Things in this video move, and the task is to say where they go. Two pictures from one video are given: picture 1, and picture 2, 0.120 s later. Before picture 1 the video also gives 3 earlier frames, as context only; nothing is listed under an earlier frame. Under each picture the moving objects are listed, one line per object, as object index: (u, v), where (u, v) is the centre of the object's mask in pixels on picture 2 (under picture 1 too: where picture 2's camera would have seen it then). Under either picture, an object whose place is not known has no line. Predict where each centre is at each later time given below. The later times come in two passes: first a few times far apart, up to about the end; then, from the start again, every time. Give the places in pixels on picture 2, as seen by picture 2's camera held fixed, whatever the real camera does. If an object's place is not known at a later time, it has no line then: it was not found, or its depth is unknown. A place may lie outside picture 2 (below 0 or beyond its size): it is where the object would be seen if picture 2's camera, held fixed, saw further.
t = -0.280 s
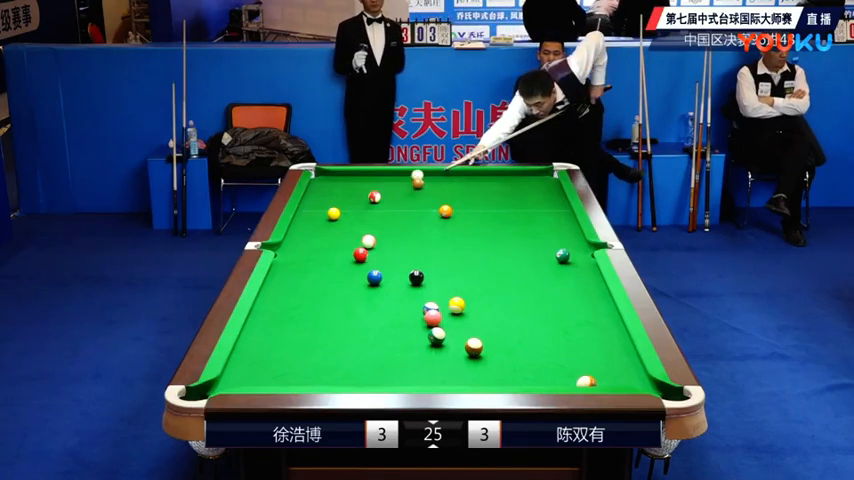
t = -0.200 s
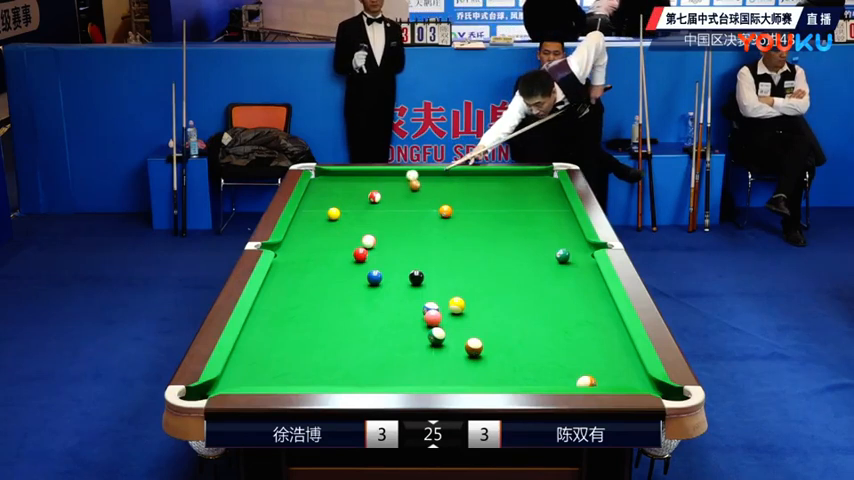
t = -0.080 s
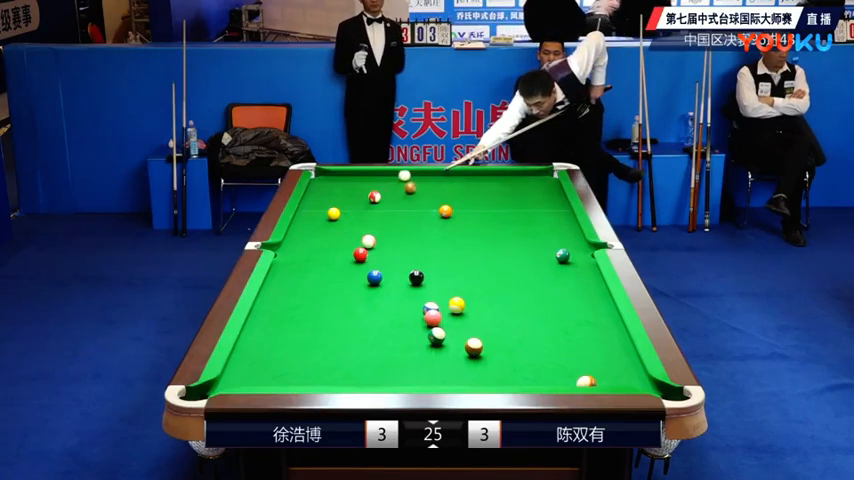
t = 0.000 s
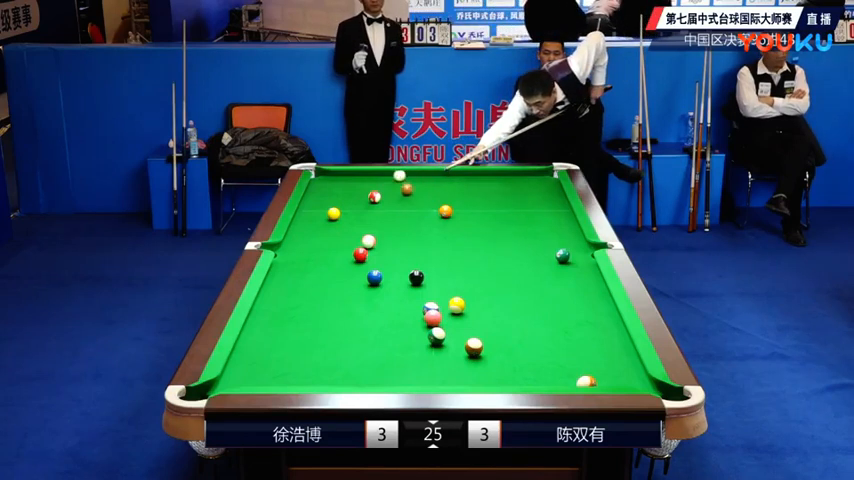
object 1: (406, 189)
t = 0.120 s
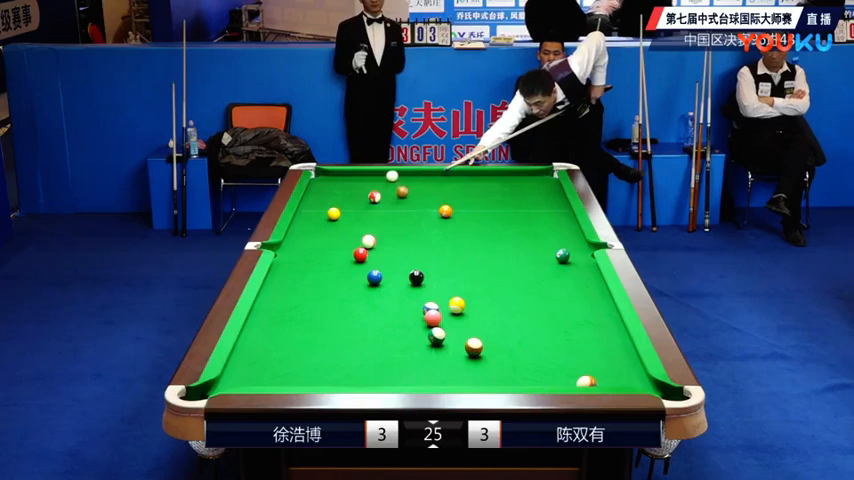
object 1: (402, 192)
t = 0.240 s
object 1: (397, 195)
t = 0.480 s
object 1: (388, 200)
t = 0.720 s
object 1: (378, 205)
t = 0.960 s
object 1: (369, 210)
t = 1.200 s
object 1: (360, 214)
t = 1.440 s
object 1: (351, 219)
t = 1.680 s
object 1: (342, 224)
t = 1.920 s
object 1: (334, 228)
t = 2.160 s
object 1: (326, 232)
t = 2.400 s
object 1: (318, 236)
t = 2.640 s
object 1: (310, 240)
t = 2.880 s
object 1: (304, 243)
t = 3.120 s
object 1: (298, 246)
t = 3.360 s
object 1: (292, 249)
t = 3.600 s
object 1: (287, 252)
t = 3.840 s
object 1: (283, 254)
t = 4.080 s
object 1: (282, 255)
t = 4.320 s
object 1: (285, 256)
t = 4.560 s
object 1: (287, 256)
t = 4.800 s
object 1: (287, 256)
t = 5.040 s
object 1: (287, 256)
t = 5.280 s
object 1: (287, 256)
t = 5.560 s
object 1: (287, 256)
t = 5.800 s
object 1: (287, 256)
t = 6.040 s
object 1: (287, 256)
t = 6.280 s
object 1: (287, 256)
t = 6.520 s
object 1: (287, 256)
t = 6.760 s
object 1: (287, 256)
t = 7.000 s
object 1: (287, 256)
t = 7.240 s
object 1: (287, 256)
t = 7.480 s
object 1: (287, 256)
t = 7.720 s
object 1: (287, 256)
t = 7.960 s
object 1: (287, 256)
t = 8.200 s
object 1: (287, 256)
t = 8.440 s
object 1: (287, 256)
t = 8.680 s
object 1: (287, 256)
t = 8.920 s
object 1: (287, 256)
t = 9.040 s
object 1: (287, 256)
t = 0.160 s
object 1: (400, 193)
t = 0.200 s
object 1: (399, 194)
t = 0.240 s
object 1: (397, 195)
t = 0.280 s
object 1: (395, 195)
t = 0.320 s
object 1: (394, 196)
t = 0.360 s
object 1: (393, 197)
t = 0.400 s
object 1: (391, 198)
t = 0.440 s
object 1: (389, 199)
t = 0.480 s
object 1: (388, 200)
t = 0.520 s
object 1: (386, 200)
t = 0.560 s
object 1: (385, 202)
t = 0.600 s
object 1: (383, 202)
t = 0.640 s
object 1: (382, 203)
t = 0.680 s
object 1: (380, 204)
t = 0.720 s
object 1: (378, 205)
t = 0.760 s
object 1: (376, 206)
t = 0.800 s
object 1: (375, 206)
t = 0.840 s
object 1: (373, 207)
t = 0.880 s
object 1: (372, 208)
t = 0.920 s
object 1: (370, 209)
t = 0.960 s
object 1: (369, 210)
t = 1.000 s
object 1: (367, 210)
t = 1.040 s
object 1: (366, 211)
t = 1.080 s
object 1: (364, 212)
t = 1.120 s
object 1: (363, 213)
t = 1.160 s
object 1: (361, 213)
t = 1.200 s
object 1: (360, 214)
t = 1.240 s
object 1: (358, 216)
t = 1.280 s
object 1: (357, 216)
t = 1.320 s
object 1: (355, 217)
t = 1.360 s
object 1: (354, 218)
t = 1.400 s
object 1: (353, 219)
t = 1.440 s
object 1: (351, 219)
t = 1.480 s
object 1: (350, 220)
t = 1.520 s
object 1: (348, 220)
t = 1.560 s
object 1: (347, 221)
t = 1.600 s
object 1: (345, 222)
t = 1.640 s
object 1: (344, 223)
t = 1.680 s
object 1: (342, 224)
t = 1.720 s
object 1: (341, 224)
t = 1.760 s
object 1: (340, 225)
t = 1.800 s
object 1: (338, 226)
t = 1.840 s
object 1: (337, 226)
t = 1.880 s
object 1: (335, 227)
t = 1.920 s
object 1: (334, 228)
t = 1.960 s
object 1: (332, 228)
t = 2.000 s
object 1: (331, 229)
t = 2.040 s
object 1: (330, 230)
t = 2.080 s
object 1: (328, 231)
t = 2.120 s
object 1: (327, 231)
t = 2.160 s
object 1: (326, 232)
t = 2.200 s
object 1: (324, 233)
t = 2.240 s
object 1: (323, 233)
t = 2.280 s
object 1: (322, 234)
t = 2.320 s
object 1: (320, 235)
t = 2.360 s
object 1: (319, 235)
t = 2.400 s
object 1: (318, 236)
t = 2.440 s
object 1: (317, 237)
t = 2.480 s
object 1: (315, 237)
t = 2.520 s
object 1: (314, 238)
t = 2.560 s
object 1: (313, 239)
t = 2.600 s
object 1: (312, 239)
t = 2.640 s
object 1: (310, 240)
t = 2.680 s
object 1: (309, 240)
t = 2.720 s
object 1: (309, 241)
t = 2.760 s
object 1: (307, 241)
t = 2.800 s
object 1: (306, 242)
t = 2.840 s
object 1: (305, 243)
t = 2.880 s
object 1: (304, 243)
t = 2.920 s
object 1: (303, 243)
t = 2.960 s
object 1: (302, 244)
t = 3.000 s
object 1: (301, 245)
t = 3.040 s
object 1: (300, 245)
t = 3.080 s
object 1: (299, 246)
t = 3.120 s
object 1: (298, 246)
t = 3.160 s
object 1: (297, 247)
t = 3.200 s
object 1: (296, 248)
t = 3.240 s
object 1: (295, 248)
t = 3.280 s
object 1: (294, 248)
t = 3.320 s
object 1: (293, 249)
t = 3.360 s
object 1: (292, 249)
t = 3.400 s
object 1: (291, 250)
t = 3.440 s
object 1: (291, 250)
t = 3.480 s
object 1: (289, 251)
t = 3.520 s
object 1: (289, 251)
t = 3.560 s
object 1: (288, 251)
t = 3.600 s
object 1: (287, 252)
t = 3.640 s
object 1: (286, 252)
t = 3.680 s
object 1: (285, 253)
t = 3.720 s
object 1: (285, 253)
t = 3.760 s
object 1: (284, 253)
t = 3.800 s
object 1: (284, 254)
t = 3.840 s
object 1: (283, 254)
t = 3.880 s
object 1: (282, 254)
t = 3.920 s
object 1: (282, 255)
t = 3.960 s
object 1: (281, 255)
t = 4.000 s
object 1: (281, 255)
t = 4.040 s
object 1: (282, 255)
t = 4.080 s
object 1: (282, 255)
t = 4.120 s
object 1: (282, 255)
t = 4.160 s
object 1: (283, 255)
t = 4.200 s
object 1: (284, 256)
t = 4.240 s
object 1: (284, 255)
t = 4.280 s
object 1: (284, 255)
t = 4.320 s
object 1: (285, 256)
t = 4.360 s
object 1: (285, 256)
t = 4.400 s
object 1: (286, 256)
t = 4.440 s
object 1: (286, 256)
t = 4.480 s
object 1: (286, 256)
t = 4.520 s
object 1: (286, 256)
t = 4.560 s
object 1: (287, 256)
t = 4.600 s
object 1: (287, 256)
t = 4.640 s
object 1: (287, 256)
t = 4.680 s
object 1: (287, 256)
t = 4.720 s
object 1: (287, 256)
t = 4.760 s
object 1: (287, 256)
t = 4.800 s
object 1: (287, 256)
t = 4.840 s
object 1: (287, 256)
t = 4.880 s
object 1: (287, 256)
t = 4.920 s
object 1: (287, 256)
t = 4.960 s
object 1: (287, 256)
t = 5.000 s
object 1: (287, 256)
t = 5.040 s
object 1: (287, 256)
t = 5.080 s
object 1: (287, 256)
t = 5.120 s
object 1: (287, 256)
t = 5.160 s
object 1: (287, 256)
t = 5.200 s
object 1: (287, 256)
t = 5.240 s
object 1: (287, 256)
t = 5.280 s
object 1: (287, 256)
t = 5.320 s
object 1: (287, 256)
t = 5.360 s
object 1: (287, 256)
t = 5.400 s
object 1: (287, 256)
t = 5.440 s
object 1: (287, 256)
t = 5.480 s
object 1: (287, 256)
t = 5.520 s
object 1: (287, 256)
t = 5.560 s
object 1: (287, 256)
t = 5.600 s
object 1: (287, 256)
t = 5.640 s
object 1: (287, 256)
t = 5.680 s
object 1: (287, 256)
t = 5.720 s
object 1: (287, 256)
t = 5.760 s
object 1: (287, 256)
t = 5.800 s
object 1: (287, 256)
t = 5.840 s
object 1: (287, 256)
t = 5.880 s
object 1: (287, 256)
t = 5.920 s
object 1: (287, 256)
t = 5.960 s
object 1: (287, 256)
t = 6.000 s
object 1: (287, 256)
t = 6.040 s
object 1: (287, 256)
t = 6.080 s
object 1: (287, 256)
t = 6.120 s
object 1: (287, 256)
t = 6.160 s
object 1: (287, 256)
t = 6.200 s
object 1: (287, 256)
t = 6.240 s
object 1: (287, 256)
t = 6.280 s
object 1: (287, 256)
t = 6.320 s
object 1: (287, 256)
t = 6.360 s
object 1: (287, 256)
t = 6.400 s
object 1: (287, 256)
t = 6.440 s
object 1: (287, 256)
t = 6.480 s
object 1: (287, 256)
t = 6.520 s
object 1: (287, 256)
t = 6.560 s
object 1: (287, 256)
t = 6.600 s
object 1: (287, 256)
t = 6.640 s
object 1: (287, 256)
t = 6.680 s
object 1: (287, 256)
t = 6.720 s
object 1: (287, 256)
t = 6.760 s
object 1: (287, 256)
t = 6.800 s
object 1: (287, 256)
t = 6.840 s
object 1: (287, 256)
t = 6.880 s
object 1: (287, 256)
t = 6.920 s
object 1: (287, 256)
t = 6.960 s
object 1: (287, 256)
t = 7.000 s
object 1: (287, 256)
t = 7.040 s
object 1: (287, 256)
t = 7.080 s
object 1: (287, 256)
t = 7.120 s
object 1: (287, 256)
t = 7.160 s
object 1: (287, 256)
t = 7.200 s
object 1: (287, 256)
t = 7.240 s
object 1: (287, 256)
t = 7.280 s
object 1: (287, 256)
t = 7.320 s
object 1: (287, 256)
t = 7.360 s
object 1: (287, 256)
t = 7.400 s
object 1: (287, 256)
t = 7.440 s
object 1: (287, 256)
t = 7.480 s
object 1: (287, 256)
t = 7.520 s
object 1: (287, 256)
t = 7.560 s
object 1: (287, 256)
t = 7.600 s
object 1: (287, 256)
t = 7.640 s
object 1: (287, 256)
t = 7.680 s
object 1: (287, 256)
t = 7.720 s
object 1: (287, 256)
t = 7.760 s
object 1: (287, 256)
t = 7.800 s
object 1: (287, 256)
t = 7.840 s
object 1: (287, 256)
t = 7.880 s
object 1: (287, 256)
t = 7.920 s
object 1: (287, 256)
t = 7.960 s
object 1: (287, 256)
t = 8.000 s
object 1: (287, 256)
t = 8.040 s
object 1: (287, 256)
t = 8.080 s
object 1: (287, 256)
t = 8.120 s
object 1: (287, 256)
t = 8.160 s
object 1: (287, 256)
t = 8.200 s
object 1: (287, 256)
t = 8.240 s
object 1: (287, 256)
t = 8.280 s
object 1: (287, 256)
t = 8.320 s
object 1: (287, 256)
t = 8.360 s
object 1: (287, 256)
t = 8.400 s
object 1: (287, 256)
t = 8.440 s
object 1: (287, 256)
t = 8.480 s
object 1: (287, 256)
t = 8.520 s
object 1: (287, 256)
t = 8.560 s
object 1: (287, 256)
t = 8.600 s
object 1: (287, 256)
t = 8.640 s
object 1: (287, 256)
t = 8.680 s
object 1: (287, 256)
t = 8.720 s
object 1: (287, 256)
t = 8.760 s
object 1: (287, 256)
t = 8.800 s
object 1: (287, 256)
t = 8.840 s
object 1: (287, 256)
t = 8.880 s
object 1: (287, 256)
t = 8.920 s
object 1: (287, 256)
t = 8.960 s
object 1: (287, 256)
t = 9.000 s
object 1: (287, 256)
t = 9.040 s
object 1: (287, 256)
